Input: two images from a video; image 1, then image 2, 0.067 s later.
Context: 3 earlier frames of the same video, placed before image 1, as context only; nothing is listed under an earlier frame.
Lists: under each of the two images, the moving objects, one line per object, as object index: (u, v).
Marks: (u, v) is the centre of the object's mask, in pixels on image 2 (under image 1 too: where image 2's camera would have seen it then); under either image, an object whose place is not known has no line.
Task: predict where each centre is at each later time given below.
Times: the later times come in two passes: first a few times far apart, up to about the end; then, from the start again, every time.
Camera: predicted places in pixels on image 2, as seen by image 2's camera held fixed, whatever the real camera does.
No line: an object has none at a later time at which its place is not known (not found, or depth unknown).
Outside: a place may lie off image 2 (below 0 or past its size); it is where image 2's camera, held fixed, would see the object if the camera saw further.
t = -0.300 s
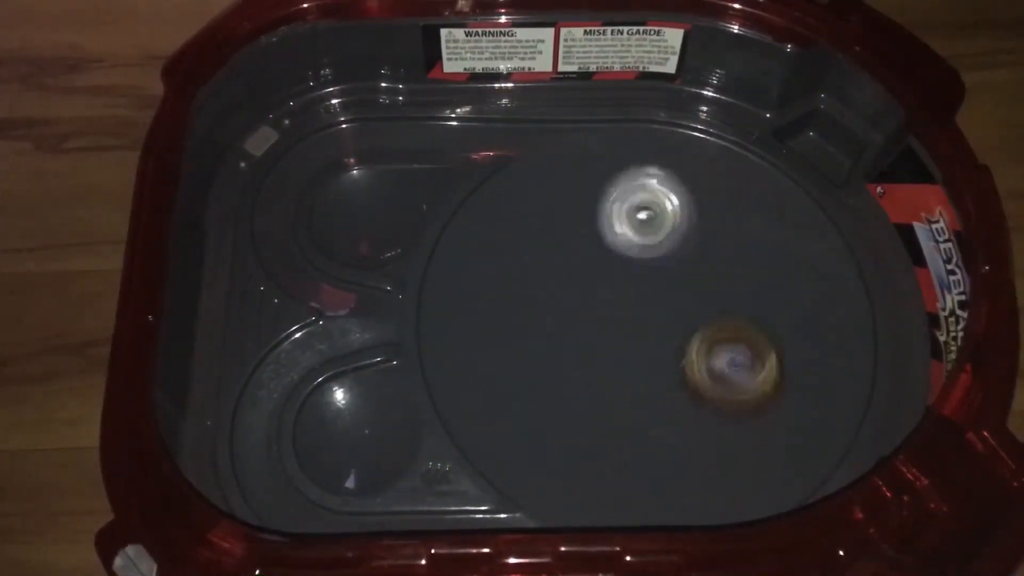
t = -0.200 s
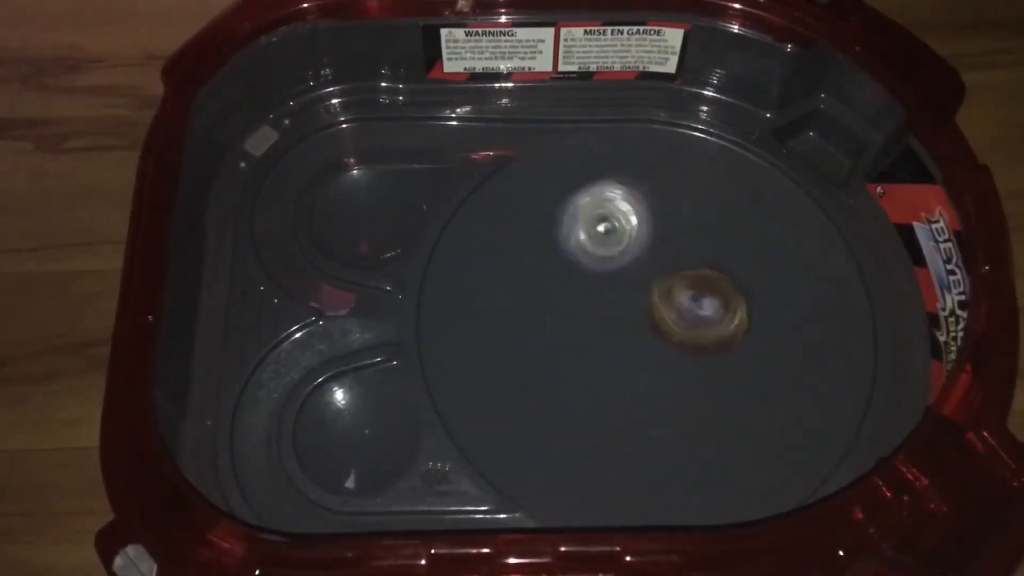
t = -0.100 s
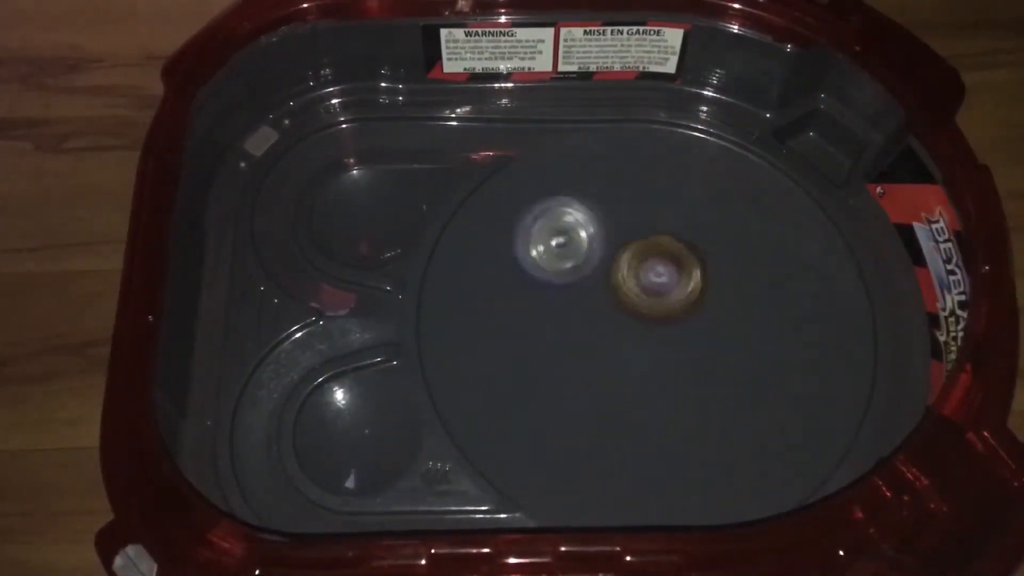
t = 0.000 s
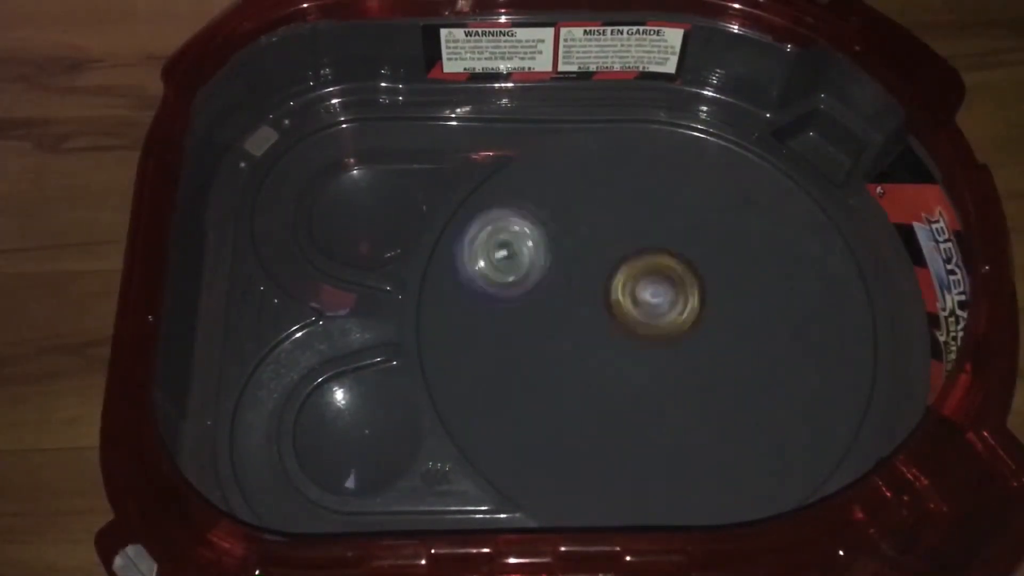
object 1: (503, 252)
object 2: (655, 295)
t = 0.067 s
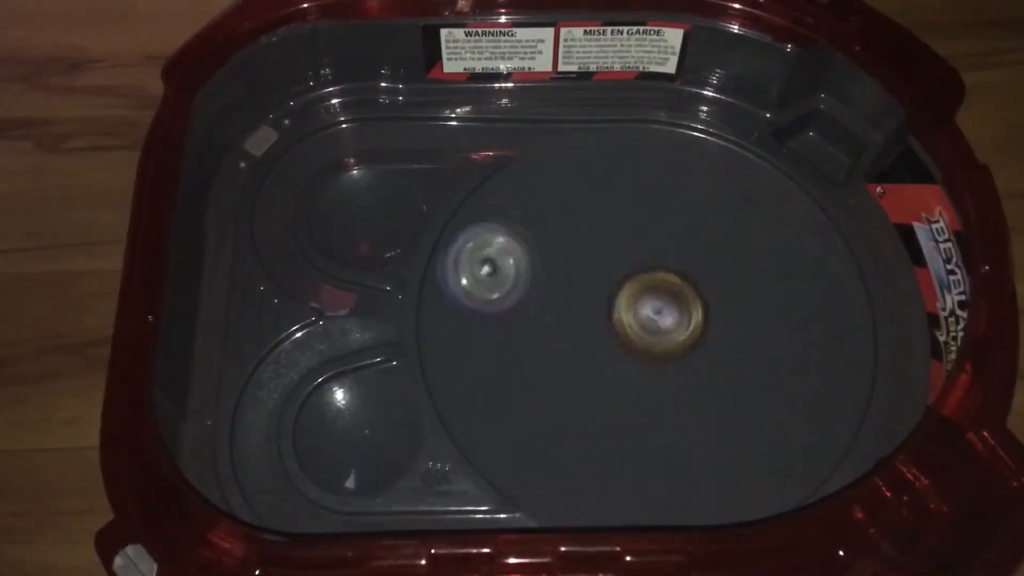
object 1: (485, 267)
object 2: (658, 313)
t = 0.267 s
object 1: (490, 334)
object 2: (696, 355)
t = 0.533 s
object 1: (601, 393)
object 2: (718, 324)
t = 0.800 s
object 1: (716, 385)
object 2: (635, 269)
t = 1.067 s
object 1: (747, 296)
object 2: (566, 318)
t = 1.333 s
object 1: (682, 228)
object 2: (652, 379)
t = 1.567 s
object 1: (603, 240)
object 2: (718, 308)
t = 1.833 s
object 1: (554, 331)
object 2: (638, 249)
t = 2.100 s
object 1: (610, 419)
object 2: (599, 297)
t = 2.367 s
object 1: (710, 407)
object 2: (660, 301)
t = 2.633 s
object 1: (736, 332)
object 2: (636, 233)
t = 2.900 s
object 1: (698, 275)
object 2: (572, 288)
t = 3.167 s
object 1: (611, 272)
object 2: (629, 381)
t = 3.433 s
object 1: (553, 322)
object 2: (726, 325)
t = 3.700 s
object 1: (570, 387)
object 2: (639, 253)
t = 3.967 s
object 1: (652, 414)
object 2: (569, 316)
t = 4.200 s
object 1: (707, 381)
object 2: (598, 341)
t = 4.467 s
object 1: (724, 306)
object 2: (615, 310)
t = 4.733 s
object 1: (676, 256)
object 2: (574, 307)
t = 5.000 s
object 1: (618, 259)
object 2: (586, 369)
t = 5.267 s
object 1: (578, 277)
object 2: (705, 409)
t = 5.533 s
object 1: (590, 305)
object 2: (760, 329)
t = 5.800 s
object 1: (512, 385)
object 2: (772, 199)
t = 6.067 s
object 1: (505, 413)
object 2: (725, 169)
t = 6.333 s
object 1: (564, 392)
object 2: (646, 291)
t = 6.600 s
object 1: (549, 393)
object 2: (685, 318)
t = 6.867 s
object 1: (561, 329)
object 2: (707, 347)
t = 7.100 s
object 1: (559, 275)
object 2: (686, 340)
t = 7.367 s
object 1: (568, 236)
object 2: (624, 334)
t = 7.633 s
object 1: (621, 232)
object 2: (600, 377)
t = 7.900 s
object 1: (682, 251)
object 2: (645, 383)
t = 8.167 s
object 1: (735, 270)
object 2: (656, 332)
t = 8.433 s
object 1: (743, 292)
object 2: (625, 305)
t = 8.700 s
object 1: (748, 338)
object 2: (571, 305)
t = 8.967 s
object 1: (752, 359)
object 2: (533, 314)
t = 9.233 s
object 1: (706, 363)
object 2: (598, 321)
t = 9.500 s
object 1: (737, 397)
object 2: (583, 265)
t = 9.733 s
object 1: (700, 374)
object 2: (616, 276)
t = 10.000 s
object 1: (669, 414)
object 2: (634, 275)
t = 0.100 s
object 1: (481, 278)
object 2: (663, 324)
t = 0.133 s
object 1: (478, 289)
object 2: (667, 333)
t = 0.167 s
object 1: (478, 300)
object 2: (674, 340)
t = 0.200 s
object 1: (480, 311)
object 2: (681, 347)
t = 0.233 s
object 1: (484, 323)
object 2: (688, 351)
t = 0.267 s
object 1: (490, 334)
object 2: (696, 355)
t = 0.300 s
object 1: (500, 346)
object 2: (704, 358)
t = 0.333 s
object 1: (511, 358)
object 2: (711, 357)
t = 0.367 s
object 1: (524, 367)
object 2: (717, 354)
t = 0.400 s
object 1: (538, 375)
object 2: (721, 350)
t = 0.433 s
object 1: (549, 380)
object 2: (724, 345)
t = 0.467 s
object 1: (567, 387)
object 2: (724, 337)
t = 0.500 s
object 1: (584, 390)
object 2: (723, 330)
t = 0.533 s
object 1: (601, 393)
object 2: (718, 324)
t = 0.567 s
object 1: (618, 395)
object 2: (712, 317)
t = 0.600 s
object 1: (632, 395)
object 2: (702, 312)
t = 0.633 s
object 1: (646, 393)
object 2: (693, 308)
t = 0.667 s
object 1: (662, 398)
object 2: (683, 299)
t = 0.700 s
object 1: (678, 401)
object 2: (671, 287)
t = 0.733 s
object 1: (691, 400)
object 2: (661, 278)
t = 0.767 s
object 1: (703, 393)
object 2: (649, 272)
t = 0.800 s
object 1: (716, 385)
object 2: (635, 269)
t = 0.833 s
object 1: (728, 376)
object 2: (620, 267)
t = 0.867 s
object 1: (732, 368)
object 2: (607, 269)
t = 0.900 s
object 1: (740, 356)
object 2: (596, 273)
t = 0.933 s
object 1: (747, 343)
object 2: (585, 278)
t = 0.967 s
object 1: (749, 332)
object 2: (576, 286)
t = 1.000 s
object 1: (751, 319)
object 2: (571, 295)
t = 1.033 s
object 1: (749, 307)
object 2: (567, 306)
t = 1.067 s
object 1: (747, 296)
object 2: (566, 318)
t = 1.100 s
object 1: (744, 282)
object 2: (568, 331)
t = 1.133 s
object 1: (739, 271)
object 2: (572, 345)
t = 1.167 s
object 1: (732, 261)
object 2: (579, 355)
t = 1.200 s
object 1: (724, 251)
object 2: (590, 364)
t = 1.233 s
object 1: (714, 244)
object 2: (604, 372)
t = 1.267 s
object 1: (704, 238)
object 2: (620, 377)
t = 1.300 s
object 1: (693, 232)
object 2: (635, 381)
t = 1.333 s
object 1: (682, 228)
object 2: (652, 379)
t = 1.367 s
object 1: (672, 223)
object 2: (667, 375)
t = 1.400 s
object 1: (660, 223)
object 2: (683, 368)
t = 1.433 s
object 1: (648, 223)
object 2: (696, 359)
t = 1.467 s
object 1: (637, 226)
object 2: (706, 348)
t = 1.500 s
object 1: (623, 228)
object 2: (713, 335)
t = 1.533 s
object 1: (612, 234)
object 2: (717, 322)
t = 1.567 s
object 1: (603, 240)
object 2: (718, 308)
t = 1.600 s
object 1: (590, 249)
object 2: (715, 295)
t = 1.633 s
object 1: (582, 259)
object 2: (710, 283)
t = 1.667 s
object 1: (573, 268)
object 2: (702, 271)
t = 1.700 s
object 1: (567, 279)
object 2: (692, 262)
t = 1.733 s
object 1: (559, 291)
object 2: (680, 255)
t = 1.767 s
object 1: (556, 302)
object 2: (666, 250)
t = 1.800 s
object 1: (555, 317)
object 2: (652, 248)
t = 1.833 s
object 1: (554, 331)
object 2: (638, 249)
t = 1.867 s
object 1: (557, 343)
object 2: (624, 254)
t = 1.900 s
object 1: (561, 357)
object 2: (611, 261)
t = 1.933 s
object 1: (566, 369)
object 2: (600, 271)
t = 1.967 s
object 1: (572, 381)
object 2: (595, 279)
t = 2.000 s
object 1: (577, 395)
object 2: (592, 285)
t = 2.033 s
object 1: (586, 404)
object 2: (592, 289)
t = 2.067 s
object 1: (599, 413)
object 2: (596, 294)
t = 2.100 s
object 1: (610, 419)
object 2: (599, 297)
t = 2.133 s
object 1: (622, 421)
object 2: (606, 300)
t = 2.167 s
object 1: (635, 423)
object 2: (612, 302)
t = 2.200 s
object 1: (647, 422)
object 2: (619, 306)
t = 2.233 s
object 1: (663, 420)
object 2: (628, 308)
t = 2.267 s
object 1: (673, 418)
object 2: (636, 309)
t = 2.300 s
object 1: (686, 412)
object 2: (646, 311)
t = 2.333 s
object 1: (698, 407)
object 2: (655, 310)
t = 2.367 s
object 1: (710, 407)
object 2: (660, 301)
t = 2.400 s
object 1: (722, 406)
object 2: (662, 288)
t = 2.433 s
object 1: (730, 400)
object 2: (664, 277)
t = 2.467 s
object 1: (735, 390)
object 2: (664, 266)
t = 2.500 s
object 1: (739, 379)
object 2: (662, 256)
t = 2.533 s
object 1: (741, 367)
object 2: (658, 248)
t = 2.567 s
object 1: (741, 355)
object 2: (652, 241)
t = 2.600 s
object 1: (740, 343)
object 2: (644, 236)
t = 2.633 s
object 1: (736, 332)
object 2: (636, 233)
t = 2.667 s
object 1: (732, 321)
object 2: (627, 232)
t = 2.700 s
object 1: (726, 311)
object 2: (618, 235)
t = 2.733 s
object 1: (718, 300)
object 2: (609, 241)
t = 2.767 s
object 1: (710, 292)
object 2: (603, 250)
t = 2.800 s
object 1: (703, 284)
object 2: (599, 259)
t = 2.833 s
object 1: (703, 280)
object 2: (587, 266)
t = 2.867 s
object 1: (702, 278)
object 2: (577, 276)
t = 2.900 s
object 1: (698, 275)
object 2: (572, 288)
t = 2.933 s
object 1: (687, 271)
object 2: (570, 301)
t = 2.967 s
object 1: (678, 269)
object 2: (570, 314)
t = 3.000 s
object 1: (666, 268)
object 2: (575, 325)
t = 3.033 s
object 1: (654, 267)
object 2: (580, 339)
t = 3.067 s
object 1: (645, 268)
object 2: (590, 352)
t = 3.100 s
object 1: (632, 268)
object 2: (602, 364)
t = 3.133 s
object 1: (623, 270)
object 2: (616, 373)
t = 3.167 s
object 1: (611, 272)
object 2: (629, 381)
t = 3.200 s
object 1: (601, 275)
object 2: (646, 385)
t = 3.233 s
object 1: (592, 282)
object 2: (665, 385)
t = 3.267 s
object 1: (584, 286)
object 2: (682, 379)
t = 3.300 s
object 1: (575, 293)
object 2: (695, 373)
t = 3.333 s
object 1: (569, 298)
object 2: (707, 364)
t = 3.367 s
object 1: (561, 306)
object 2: (717, 352)
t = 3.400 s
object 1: (557, 313)
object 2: (723, 340)
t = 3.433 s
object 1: (553, 322)
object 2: (726, 325)
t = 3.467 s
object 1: (551, 329)
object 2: (726, 309)
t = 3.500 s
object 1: (549, 339)
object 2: (721, 293)
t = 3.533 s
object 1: (549, 347)
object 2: (712, 280)
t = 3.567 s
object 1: (551, 357)
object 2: (700, 270)
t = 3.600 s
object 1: (553, 364)
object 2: (686, 263)
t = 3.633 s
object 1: (557, 373)
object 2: (672, 257)
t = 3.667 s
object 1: (564, 380)
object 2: (657, 253)
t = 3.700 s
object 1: (570, 387)
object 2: (639, 253)
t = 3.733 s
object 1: (579, 392)
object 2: (624, 257)
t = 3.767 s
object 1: (587, 397)
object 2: (610, 265)
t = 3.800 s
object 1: (596, 400)
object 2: (598, 277)
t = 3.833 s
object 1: (605, 402)
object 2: (590, 288)
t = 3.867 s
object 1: (616, 403)
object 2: (584, 299)
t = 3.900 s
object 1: (630, 409)
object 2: (581, 306)
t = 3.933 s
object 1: (641, 413)
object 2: (573, 309)
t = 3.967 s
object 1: (652, 414)
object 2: (569, 316)
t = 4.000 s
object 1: (662, 412)
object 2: (568, 317)
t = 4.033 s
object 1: (671, 411)
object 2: (569, 322)
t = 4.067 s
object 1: (679, 406)
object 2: (570, 327)
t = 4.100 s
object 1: (688, 402)
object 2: (573, 332)
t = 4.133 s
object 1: (697, 396)
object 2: (582, 337)
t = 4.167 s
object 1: (703, 390)
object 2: (590, 338)
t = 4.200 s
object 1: (707, 381)
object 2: (598, 341)
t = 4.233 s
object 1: (712, 372)
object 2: (606, 342)
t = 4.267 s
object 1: (722, 364)
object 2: (610, 337)
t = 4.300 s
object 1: (729, 355)
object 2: (610, 332)
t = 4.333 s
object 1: (730, 343)
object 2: (611, 327)
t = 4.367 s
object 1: (731, 335)
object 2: (613, 322)
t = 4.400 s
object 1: (729, 324)
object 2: (615, 317)
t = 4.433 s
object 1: (728, 316)
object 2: (615, 312)
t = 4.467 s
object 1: (724, 306)
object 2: (615, 310)
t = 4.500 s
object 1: (720, 298)
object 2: (615, 304)
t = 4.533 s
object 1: (719, 288)
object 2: (612, 301)
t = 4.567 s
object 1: (716, 280)
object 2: (604, 300)
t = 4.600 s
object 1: (710, 274)
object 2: (596, 300)
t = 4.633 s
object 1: (702, 267)
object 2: (590, 300)
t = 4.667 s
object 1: (694, 262)
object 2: (582, 301)
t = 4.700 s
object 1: (685, 259)
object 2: (576, 305)
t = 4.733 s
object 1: (676, 256)
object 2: (574, 307)
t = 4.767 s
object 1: (666, 255)
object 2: (573, 310)
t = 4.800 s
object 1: (658, 255)
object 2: (572, 317)
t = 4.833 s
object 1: (650, 255)
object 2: (571, 323)
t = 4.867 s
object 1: (646, 252)
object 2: (570, 331)
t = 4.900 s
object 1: (640, 250)
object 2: (569, 343)
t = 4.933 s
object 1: (631, 252)
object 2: (571, 354)
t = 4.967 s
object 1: (624, 256)
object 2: (579, 361)
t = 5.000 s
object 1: (618, 259)
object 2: (586, 369)
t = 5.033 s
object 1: (611, 265)
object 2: (596, 376)
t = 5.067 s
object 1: (605, 272)
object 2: (609, 379)
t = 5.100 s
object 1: (601, 275)
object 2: (621, 381)
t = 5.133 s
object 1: (596, 284)
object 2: (632, 382)
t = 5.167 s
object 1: (590, 282)
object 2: (651, 390)
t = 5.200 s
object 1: (583, 277)
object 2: (670, 401)
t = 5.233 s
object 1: (580, 275)
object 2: (686, 408)
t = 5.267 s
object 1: (578, 277)
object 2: (705, 409)
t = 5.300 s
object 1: (576, 280)
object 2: (720, 406)
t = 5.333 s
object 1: (576, 282)
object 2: (733, 403)
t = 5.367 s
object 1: (576, 285)
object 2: (746, 394)
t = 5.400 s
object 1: (576, 289)
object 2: (754, 387)
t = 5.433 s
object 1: (579, 293)
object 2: (761, 374)
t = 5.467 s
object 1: (582, 297)
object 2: (763, 359)
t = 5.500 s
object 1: (585, 301)
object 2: (763, 345)
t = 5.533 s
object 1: (590, 305)
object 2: (760, 329)
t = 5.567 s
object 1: (595, 310)
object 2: (749, 315)
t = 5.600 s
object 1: (601, 315)
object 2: (738, 303)
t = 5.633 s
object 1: (609, 321)
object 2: (722, 288)
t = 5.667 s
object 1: (606, 328)
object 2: (714, 277)
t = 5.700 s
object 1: (576, 350)
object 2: (733, 257)
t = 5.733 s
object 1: (547, 365)
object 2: (753, 230)
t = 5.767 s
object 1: (524, 379)
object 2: (769, 212)
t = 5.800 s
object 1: (512, 385)
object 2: (772, 199)
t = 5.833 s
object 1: (500, 392)
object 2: (775, 187)
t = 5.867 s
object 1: (493, 397)
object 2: (774, 178)
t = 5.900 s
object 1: (490, 401)
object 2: (772, 171)
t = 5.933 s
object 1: (488, 403)
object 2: (766, 167)
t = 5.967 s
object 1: (489, 406)
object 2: (760, 162)
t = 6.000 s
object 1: (493, 409)
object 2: (750, 160)
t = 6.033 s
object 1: (497, 411)
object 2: (737, 161)
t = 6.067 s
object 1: (505, 413)
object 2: (725, 169)
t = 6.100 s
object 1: (513, 413)
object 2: (713, 178)
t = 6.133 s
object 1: (524, 409)
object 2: (696, 195)
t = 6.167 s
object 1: (533, 404)
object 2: (685, 212)
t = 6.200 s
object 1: (543, 399)
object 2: (669, 230)
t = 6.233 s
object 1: (552, 394)
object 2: (657, 252)
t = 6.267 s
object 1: (559, 387)
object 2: (645, 271)
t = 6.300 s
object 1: (571, 382)
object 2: (636, 295)
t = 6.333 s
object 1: (564, 392)
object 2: (646, 291)
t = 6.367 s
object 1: (555, 404)
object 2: (656, 289)
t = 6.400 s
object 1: (551, 412)
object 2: (661, 288)
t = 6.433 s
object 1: (552, 415)
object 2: (669, 292)
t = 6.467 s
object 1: (552, 414)
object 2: (670, 296)
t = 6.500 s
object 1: (552, 411)
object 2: (675, 300)
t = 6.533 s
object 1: (549, 406)
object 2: (677, 307)
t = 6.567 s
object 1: (548, 400)
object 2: (683, 310)
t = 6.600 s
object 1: (549, 393)
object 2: (685, 318)
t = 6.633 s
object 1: (549, 386)
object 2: (688, 321)
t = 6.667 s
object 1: (551, 378)
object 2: (693, 329)
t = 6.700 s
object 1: (554, 372)
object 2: (695, 332)
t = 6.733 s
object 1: (555, 363)
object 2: (701, 338)
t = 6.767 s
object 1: (558, 355)
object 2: (702, 341)
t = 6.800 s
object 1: (558, 346)
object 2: (707, 343)
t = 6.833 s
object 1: (560, 337)
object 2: (706, 345)
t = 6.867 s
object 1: (561, 329)
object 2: (707, 347)
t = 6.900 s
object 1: (562, 320)
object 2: (704, 347)
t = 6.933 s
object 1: (562, 311)
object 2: (704, 346)
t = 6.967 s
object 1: (562, 304)
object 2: (701, 347)
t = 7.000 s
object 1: (561, 297)
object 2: (699, 346)
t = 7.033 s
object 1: (561, 289)
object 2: (694, 345)
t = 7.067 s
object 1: (560, 283)
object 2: (690, 343)
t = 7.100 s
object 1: (559, 275)
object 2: (686, 340)
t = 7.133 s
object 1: (559, 269)
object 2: (677, 339)
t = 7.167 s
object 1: (558, 261)
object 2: (669, 336)
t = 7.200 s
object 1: (559, 254)
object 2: (661, 337)
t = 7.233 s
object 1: (558, 245)
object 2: (653, 334)
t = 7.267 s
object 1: (560, 242)
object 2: (645, 335)
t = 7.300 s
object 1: (562, 239)
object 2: (637, 334)
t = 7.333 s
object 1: (565, 236)
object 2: (633, 334)
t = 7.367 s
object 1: (568, 236)
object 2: (624, 334)
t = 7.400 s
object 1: (574, 236)
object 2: (620, 333)
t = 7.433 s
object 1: (580, 238)
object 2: (613, 333)
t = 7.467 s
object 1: (586, 236)
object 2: (606, 340)
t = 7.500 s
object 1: (590, 233)
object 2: (603, 348)
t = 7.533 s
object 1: (597, 233)
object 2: (599, 354)
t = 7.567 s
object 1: (605, 232)
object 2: (599, 363)
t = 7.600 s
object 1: (614, 231)
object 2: (598, 371)
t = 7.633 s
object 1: (621, 232)
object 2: (600, 377)
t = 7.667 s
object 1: (627, 234)
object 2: (603, 383)
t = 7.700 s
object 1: (636, 234)
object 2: (604, 386)
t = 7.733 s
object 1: (644, 236)
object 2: (611, 390)
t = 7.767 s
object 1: (651, 238)
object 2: (614, 395)
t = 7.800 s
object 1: (658, 243)
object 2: (620, 395)
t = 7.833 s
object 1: (667, 244)
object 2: (630, 394)
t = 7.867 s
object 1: (674, 247)
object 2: (635, 390)
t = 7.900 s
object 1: (682, 251)
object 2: (645, 383)
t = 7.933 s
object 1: (688, 253)
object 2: (648, 378)
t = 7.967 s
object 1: (695, 256)
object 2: (653, 370)
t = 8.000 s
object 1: (701, 258)
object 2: (657, 363)
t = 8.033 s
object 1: (711, 265)
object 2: (658, 353)
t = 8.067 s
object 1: (714, 264)
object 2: (661, 345)
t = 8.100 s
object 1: (725, 267)
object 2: (658, 343)
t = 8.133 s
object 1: (728, 268)
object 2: (656, 337)
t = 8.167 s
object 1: (735, 270)
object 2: (656, 332)
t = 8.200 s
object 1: (741, 271)
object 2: (652, 328)
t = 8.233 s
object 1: (746, 272)
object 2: (650, 320)
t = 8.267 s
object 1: (749, 274)
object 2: (648, 318)
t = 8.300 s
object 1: (750, 275)
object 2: (640, 313)
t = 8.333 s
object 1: (751, 279)
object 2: (639, 308)
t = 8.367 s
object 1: (748, 282)
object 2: (633, 308)
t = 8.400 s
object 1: (746, 288)
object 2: (628, 304)
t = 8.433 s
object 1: (743, 292)
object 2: (625, 305)
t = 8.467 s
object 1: (739, 298)
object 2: (623, 302)
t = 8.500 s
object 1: (735, 304)
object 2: (622, 302)
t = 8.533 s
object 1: (731, 310)
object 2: (621, 303)
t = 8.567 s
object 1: (727, 316)
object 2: (618, 303)
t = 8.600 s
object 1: (725, 322)
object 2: (618, 303)
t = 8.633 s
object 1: (736, 328)
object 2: (600, 305)
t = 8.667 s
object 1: (741, 333)
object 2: (584, 303)
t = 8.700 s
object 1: (748, 338)
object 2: (571, 305)
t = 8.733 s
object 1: (748, 341)
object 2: (557, 305)
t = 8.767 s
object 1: (750, 346)
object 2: (552, 305)
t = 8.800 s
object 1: (749, 350)
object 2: (542, 307)
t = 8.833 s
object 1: (750, 353)
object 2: (538, 307)
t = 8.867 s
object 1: (752, 354)
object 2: (536, 309)
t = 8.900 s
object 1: (754, 356)
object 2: (532, 311)
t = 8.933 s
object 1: (753, 358)
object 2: (532, 312)
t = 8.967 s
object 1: (752, 359)
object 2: (533, 314)
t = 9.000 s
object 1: (749, 361)
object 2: (532, 315)
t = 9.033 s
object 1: (745, 362)
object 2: (538, 315)
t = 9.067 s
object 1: (740, 361)
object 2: (546, 318)
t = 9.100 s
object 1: (730, 362)
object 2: (553, 318)
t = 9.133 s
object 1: (724, 362)
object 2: (561, 321)
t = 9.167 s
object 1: (717, 362)
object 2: (574, 323)
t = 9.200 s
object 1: (711, 362)
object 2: (586, 320)
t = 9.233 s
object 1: (706, 363)
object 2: (598, 321)
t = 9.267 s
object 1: (708, 368)
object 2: (598, 312)
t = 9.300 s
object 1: (723, 382)
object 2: (591, 298)
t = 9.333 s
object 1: (735, 391)
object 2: (587, 288)
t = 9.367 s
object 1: (744, 397)
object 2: (585, 281)
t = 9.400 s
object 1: (743, 400)
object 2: (581, 272)
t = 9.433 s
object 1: (744, 400)
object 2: (583, 267)
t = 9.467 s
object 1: (741, 400)
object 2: (585, 267)
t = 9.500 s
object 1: (737, 397)
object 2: (583, 265)
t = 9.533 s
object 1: (735, 392)
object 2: (588, 262)
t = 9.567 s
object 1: (732, 392)
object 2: (592, 264)
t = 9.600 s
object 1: (728, 387)
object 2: (594, 264)
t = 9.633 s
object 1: (717, 383)
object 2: (599, 265)
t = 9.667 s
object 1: (714, 380)
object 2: (608, 271)
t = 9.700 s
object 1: (709, 378)
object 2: (612, 272)
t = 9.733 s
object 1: (700, 374)
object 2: (616, 276)
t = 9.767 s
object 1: (694, 370)
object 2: (627, 280)
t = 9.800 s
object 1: (689, 366)
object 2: (634, 288)
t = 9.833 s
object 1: (688, 376)
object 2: (633, 288)
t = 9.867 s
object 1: (682, 386)
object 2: (631, 279)
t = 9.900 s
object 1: (677, 399)
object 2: (636, 274)
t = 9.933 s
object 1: (674, 401)
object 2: (638, 274)
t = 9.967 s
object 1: (668, 408)
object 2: (637, 276)
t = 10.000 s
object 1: (669, 414)
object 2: (634, 275)
